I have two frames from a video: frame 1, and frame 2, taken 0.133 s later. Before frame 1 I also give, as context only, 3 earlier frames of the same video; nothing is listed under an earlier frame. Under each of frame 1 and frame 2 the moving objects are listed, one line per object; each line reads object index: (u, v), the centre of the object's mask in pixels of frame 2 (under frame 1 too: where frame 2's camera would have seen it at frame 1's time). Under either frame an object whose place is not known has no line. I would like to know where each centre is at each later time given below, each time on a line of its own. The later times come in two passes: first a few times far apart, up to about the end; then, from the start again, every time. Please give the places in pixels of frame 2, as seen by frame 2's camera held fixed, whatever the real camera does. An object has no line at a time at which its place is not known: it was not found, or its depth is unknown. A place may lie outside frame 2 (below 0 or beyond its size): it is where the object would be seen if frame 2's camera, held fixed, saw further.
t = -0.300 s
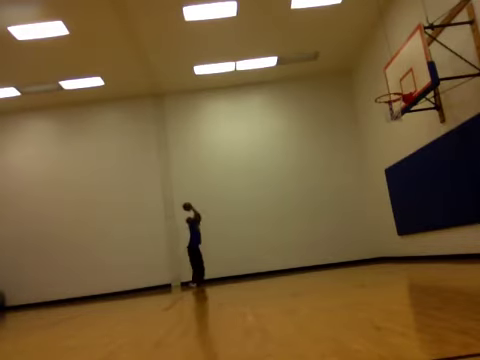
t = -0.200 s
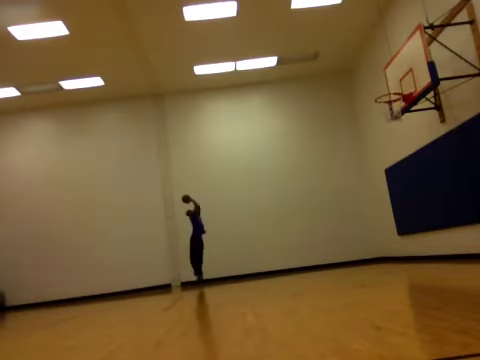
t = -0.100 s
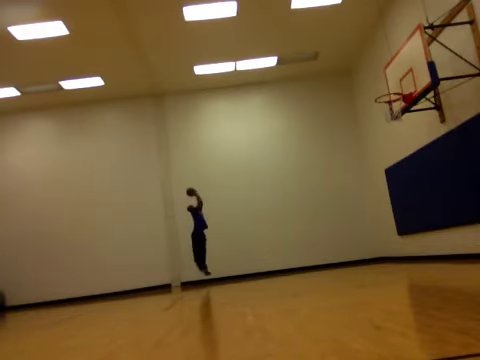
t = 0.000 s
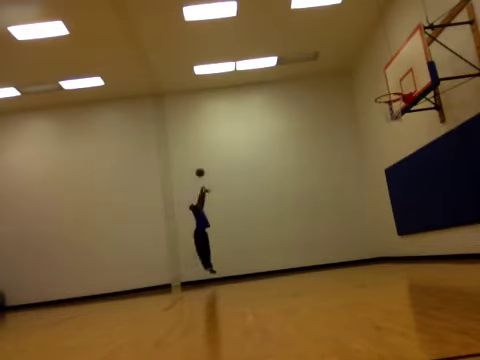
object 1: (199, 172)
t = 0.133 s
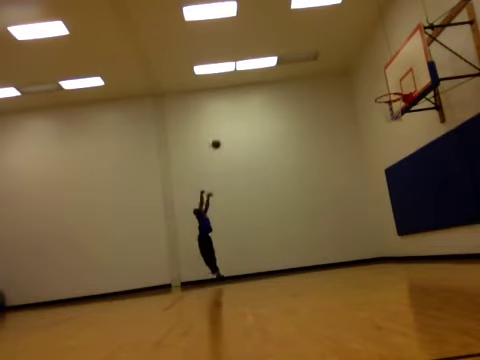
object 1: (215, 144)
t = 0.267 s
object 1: (234, 120)
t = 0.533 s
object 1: (277, 89)
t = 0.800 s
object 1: (333, 82)
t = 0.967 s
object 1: (379, 94)
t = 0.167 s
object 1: (220, 137)
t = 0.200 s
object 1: (224, 132)
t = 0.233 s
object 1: (229, 125)
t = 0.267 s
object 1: (234, 120)
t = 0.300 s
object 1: (238, 115)
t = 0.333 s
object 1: (243, 110)
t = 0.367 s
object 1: (248, 106)
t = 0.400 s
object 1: (254, 102)
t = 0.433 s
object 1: (259, 98)
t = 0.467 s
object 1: (265, 95)
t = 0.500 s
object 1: (271, 91)
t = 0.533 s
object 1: (277, 89)
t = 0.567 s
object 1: (283, 86)
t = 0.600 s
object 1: (289, 84)
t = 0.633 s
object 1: (296, 82)
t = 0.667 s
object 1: (303, 81)
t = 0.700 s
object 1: (310, 81)
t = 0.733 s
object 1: (317, 81)
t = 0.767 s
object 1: (325, 81)
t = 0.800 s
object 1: (333, 82)
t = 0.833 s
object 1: (342, 83)
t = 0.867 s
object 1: (351, 85)
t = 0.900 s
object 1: (360, 87)
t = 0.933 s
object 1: (369, 90)
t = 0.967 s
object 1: (379, 94)
